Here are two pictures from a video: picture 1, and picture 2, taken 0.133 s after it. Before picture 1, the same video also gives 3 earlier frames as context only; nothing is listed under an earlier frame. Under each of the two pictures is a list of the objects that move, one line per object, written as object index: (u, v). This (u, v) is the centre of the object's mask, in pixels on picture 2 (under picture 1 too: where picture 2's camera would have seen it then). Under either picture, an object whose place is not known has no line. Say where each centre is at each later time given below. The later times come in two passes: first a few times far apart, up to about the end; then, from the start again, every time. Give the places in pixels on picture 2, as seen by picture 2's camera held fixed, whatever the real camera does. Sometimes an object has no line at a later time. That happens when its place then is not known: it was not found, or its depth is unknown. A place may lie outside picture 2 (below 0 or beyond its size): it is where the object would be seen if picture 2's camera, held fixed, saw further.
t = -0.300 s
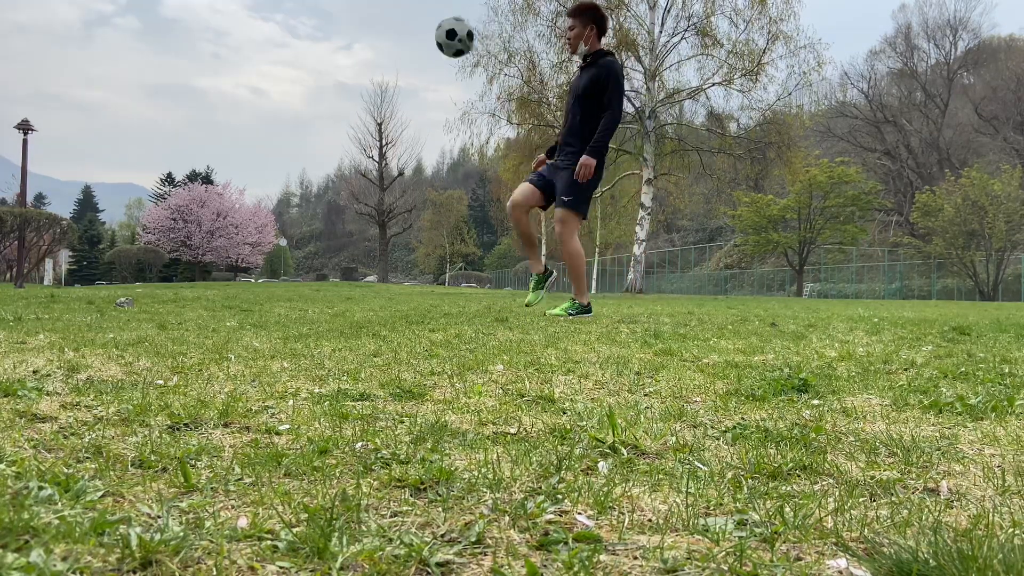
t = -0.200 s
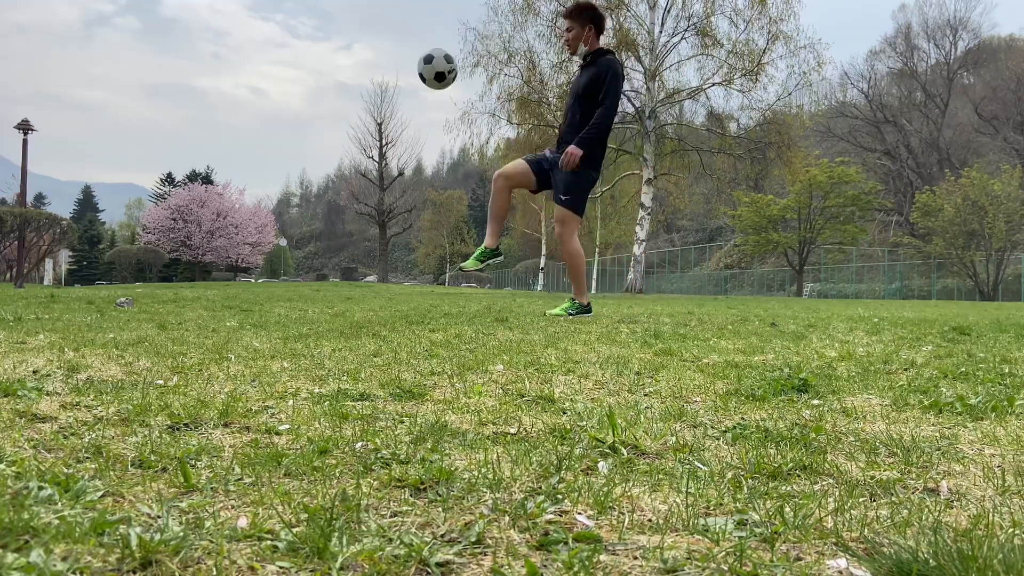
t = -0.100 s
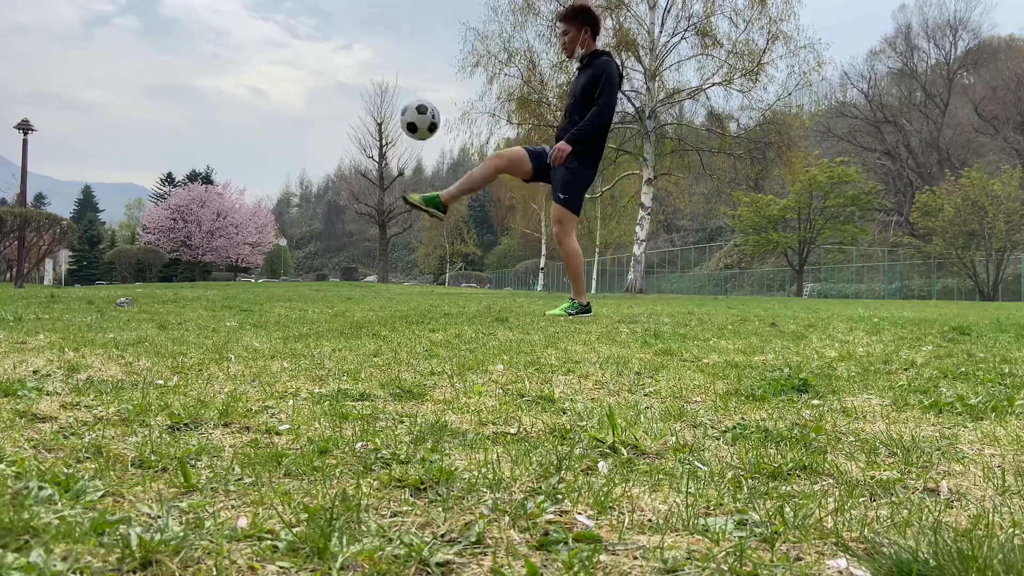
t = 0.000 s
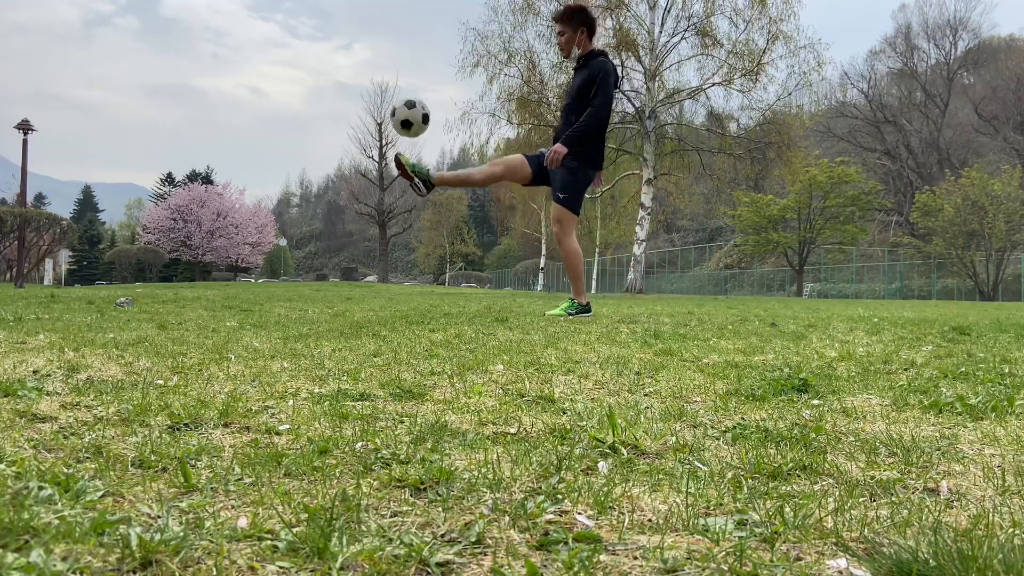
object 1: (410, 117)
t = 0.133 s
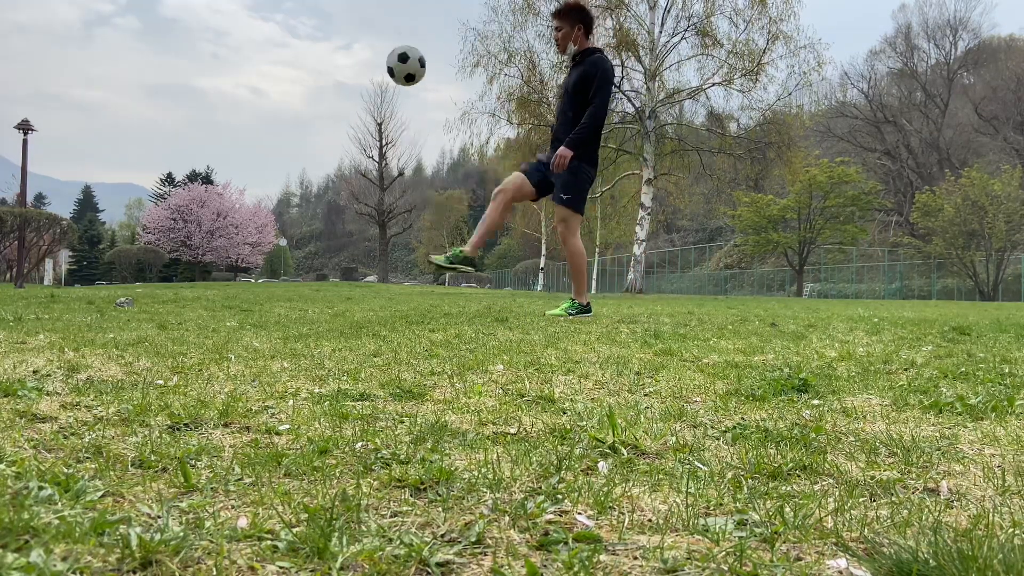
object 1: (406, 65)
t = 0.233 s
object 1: (403, 48)
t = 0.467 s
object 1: (394, 78)
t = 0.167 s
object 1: (405, 58)
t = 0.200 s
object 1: (404, 52)
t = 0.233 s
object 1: (403, 48)
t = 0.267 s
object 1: (402, 47)
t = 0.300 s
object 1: (400, 47)
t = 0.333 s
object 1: (399, 49)
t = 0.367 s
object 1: (398, 54)
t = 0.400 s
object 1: (396, 60)
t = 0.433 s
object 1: (395, 69)
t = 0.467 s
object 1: (394, 78)
